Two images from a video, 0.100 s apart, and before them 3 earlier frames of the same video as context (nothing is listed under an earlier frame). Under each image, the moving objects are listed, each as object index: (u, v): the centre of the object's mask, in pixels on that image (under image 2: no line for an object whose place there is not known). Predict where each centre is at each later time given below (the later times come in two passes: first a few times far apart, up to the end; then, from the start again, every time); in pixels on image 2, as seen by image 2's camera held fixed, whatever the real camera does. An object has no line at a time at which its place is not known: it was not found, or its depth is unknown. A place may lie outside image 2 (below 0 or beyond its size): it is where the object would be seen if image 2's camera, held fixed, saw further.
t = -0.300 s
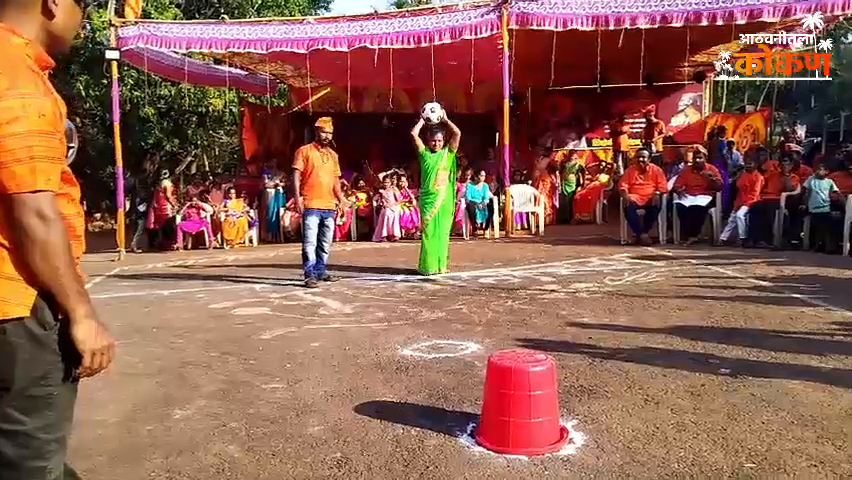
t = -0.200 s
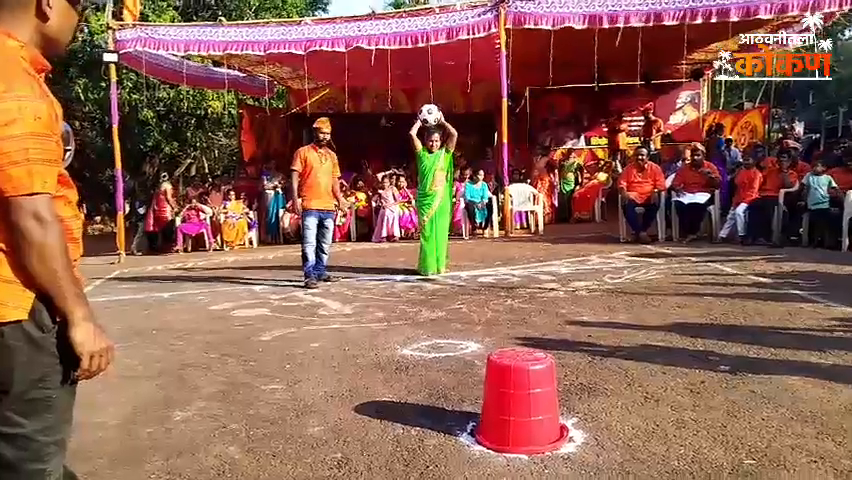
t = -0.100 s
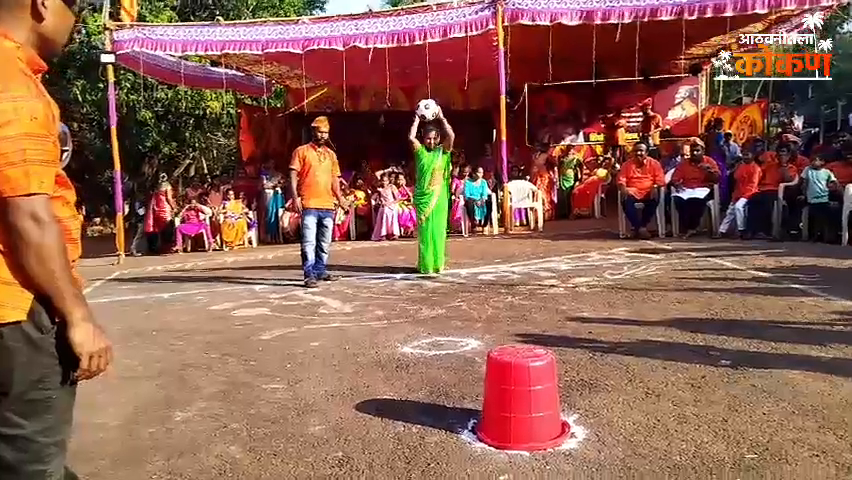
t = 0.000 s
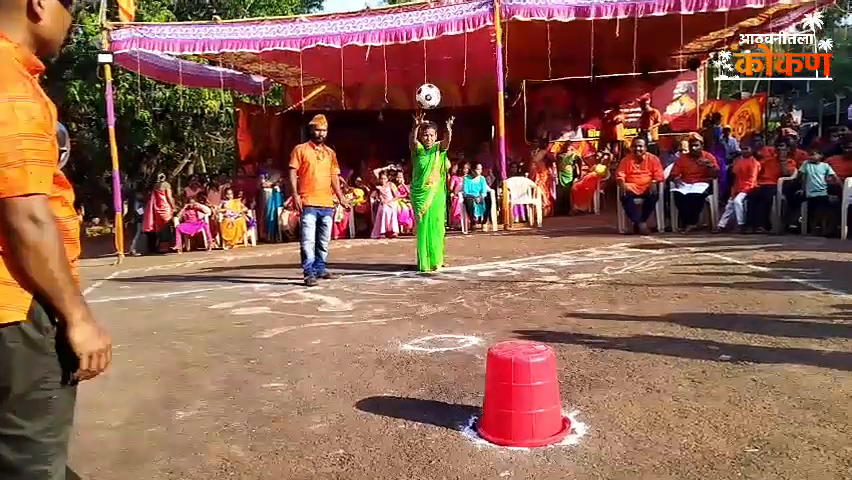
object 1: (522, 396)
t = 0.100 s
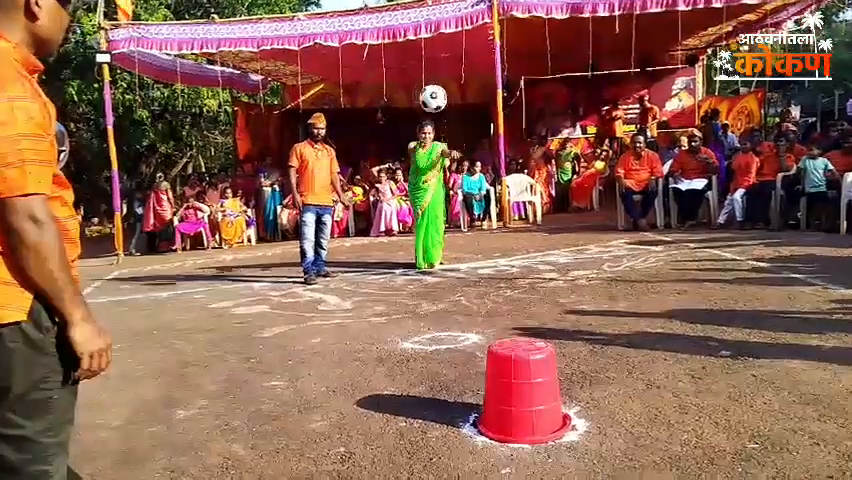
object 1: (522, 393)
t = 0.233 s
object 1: (522, 393)
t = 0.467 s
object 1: (522, 393)
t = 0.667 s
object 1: (538, 399)
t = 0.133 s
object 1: (522, 393)
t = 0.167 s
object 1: (522, 393)
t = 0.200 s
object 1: (522, 393)
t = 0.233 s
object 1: (522, 393)
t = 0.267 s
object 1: (522, 393)
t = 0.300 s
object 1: (522, 393)
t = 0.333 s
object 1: (522, 393)
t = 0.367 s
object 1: (522, 393)
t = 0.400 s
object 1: (522, 393)
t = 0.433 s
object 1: (522, 393)
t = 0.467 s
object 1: (522, 393)
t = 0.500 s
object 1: (522, 393)
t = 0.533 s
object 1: (522, 394)
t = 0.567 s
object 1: (523, 394)
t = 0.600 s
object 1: (527, 395)
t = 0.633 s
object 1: (533, 397)
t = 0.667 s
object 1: (538, 399)
